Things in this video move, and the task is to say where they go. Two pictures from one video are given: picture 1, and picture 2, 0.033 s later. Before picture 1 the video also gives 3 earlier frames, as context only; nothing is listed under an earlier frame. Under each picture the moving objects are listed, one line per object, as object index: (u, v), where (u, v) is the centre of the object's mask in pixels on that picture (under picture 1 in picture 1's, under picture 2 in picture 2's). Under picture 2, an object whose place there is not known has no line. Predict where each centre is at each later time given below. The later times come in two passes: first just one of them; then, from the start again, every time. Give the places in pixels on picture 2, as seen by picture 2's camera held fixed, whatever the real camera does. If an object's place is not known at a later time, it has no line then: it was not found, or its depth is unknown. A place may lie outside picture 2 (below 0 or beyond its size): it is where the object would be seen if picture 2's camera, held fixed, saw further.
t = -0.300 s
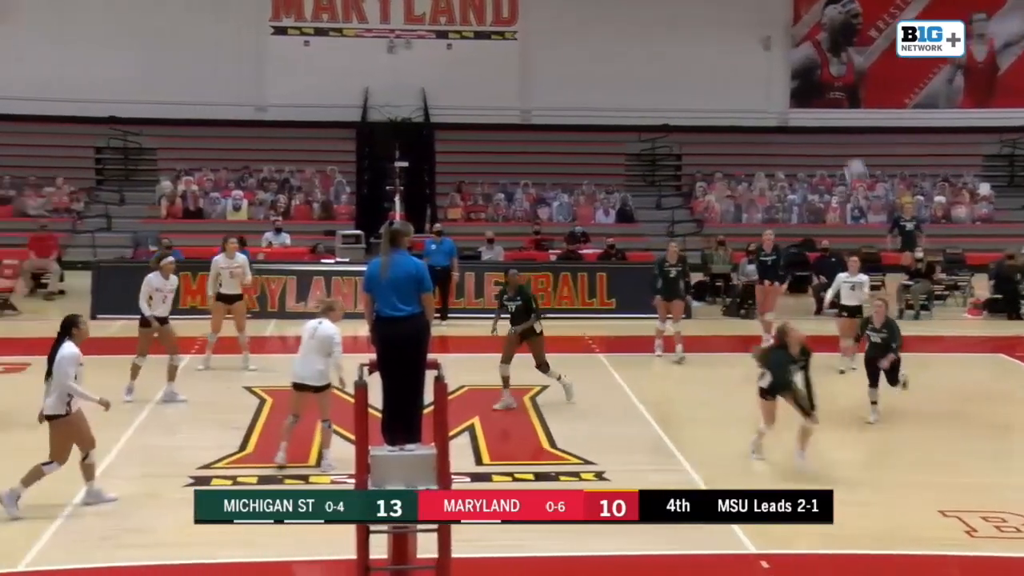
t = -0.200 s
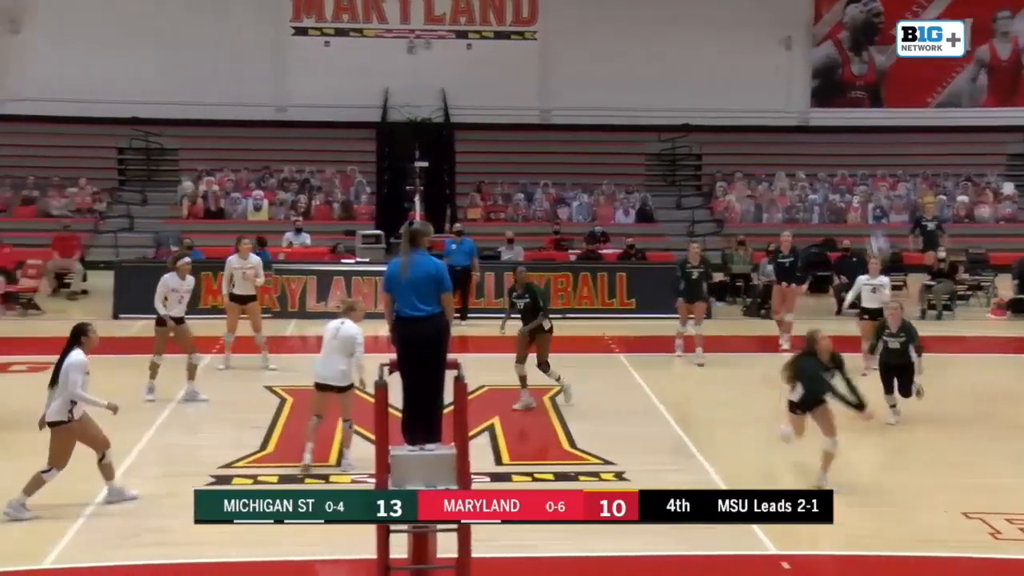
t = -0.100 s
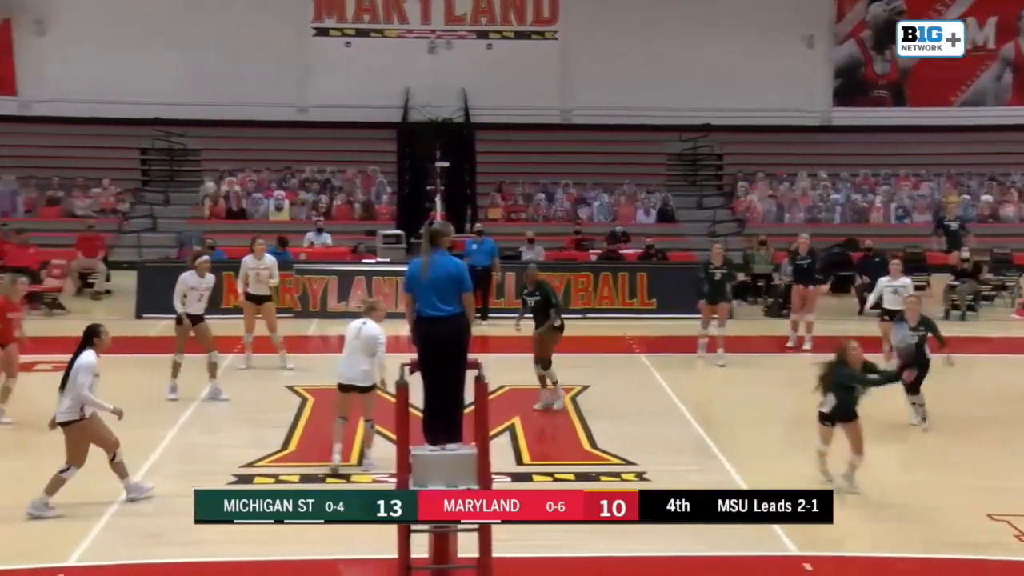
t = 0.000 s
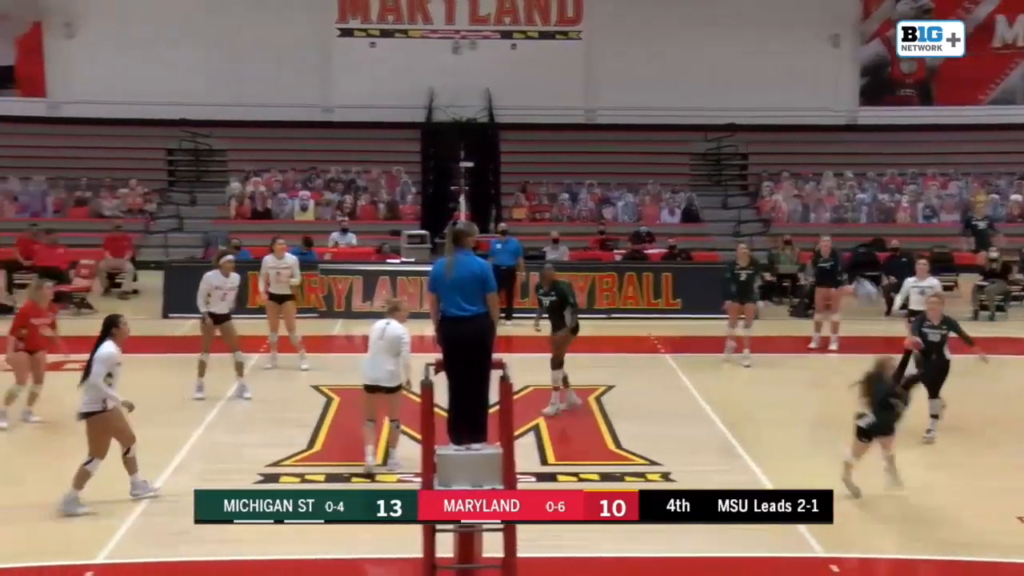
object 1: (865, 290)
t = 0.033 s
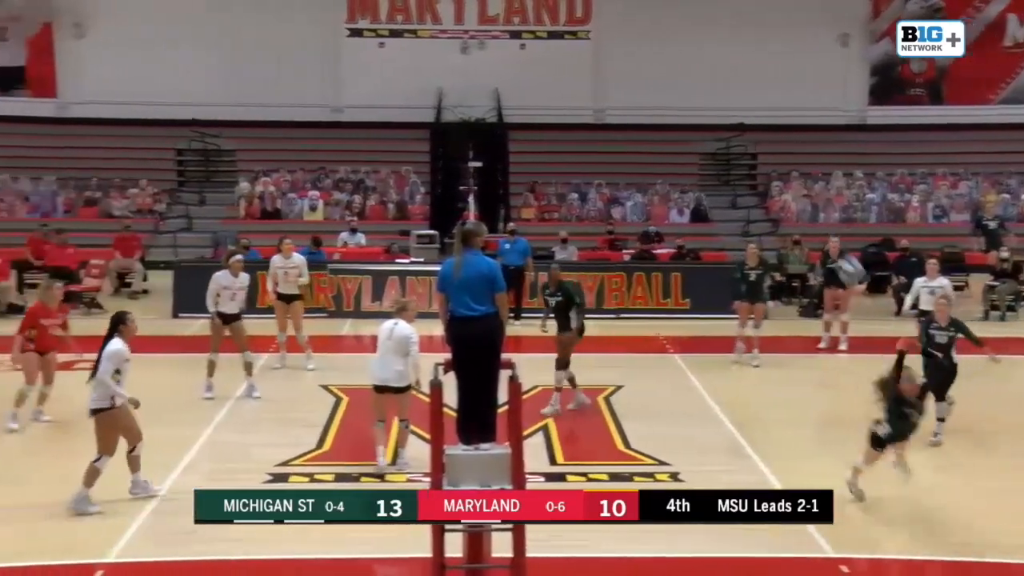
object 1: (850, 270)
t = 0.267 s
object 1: (655, 132)
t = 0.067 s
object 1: (823, 248)
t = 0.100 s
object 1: (797, 227)
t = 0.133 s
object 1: (769, 205)
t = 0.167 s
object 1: (740, 184)
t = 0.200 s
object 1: (712, 167)
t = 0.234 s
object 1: (683, 149)
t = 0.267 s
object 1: (655, 132)
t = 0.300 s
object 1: (626, 118)
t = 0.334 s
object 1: (599, 102)
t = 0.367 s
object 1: (569, 89)
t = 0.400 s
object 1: (541, 77)
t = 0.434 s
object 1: (511, 67)
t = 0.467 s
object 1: (480, 54)
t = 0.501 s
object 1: (451, 50)
